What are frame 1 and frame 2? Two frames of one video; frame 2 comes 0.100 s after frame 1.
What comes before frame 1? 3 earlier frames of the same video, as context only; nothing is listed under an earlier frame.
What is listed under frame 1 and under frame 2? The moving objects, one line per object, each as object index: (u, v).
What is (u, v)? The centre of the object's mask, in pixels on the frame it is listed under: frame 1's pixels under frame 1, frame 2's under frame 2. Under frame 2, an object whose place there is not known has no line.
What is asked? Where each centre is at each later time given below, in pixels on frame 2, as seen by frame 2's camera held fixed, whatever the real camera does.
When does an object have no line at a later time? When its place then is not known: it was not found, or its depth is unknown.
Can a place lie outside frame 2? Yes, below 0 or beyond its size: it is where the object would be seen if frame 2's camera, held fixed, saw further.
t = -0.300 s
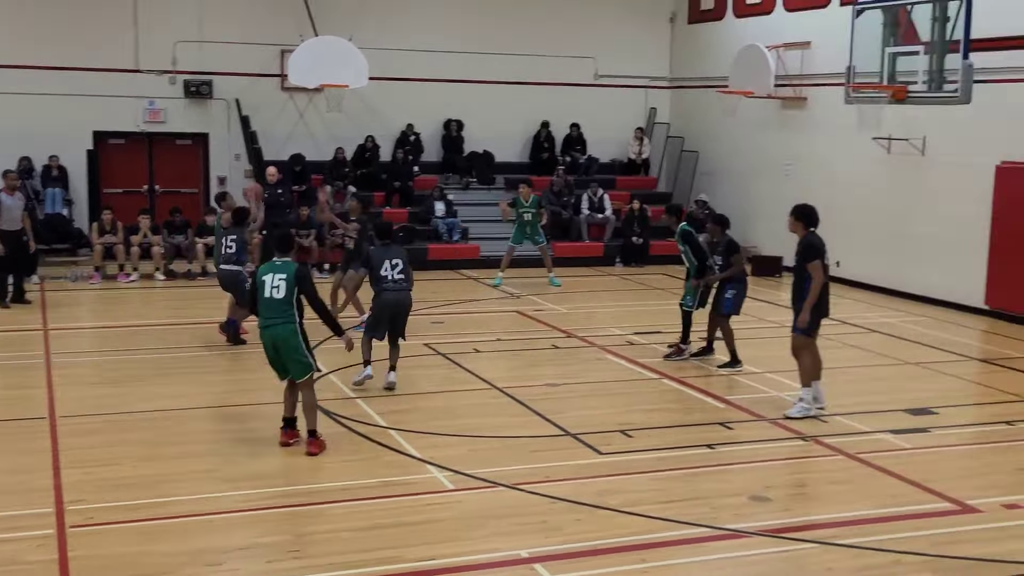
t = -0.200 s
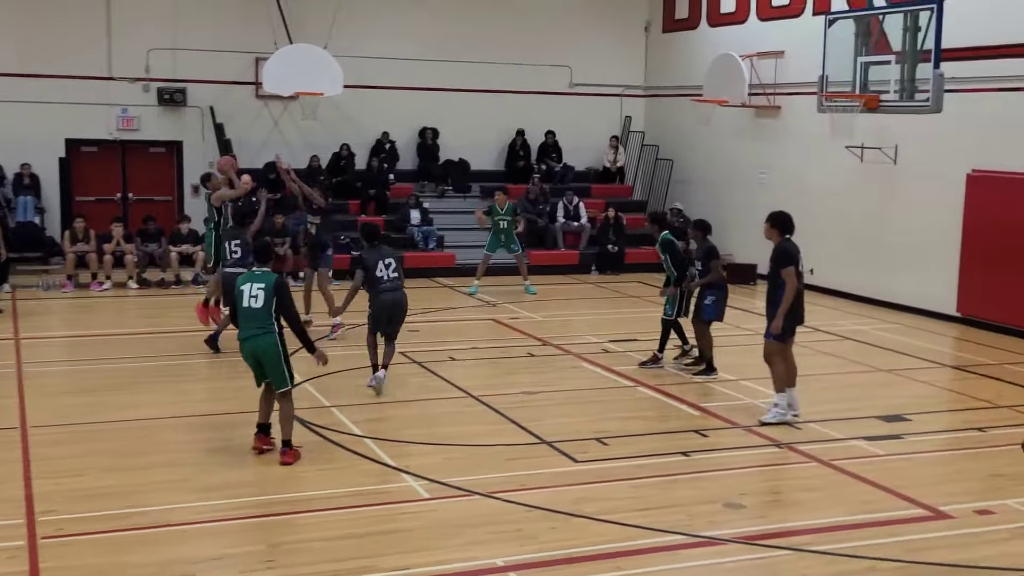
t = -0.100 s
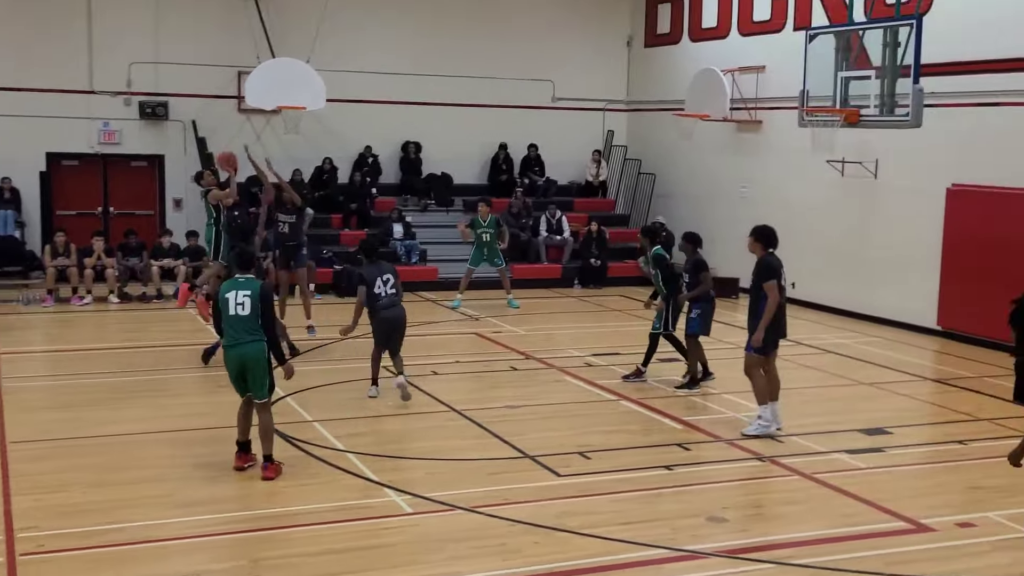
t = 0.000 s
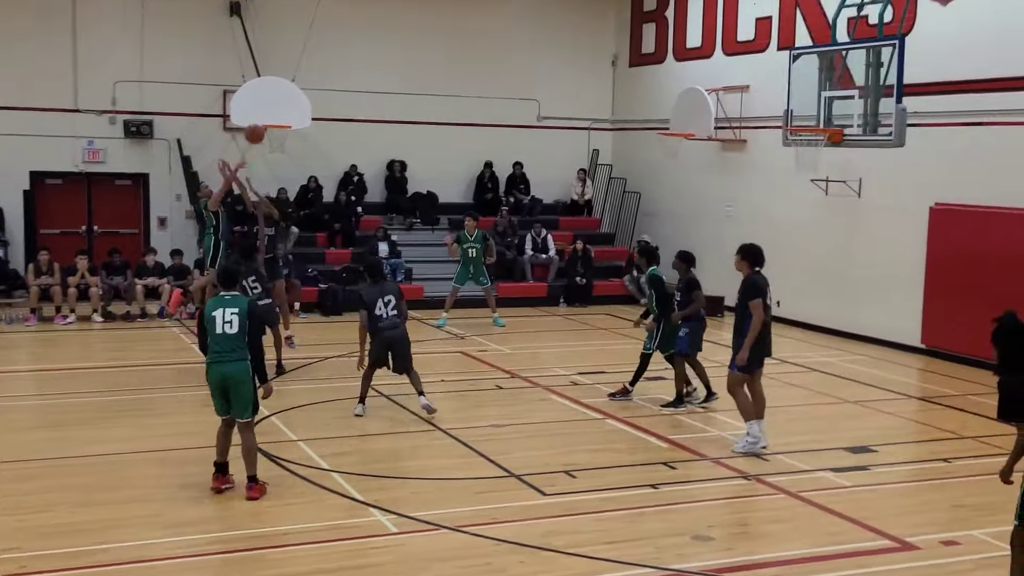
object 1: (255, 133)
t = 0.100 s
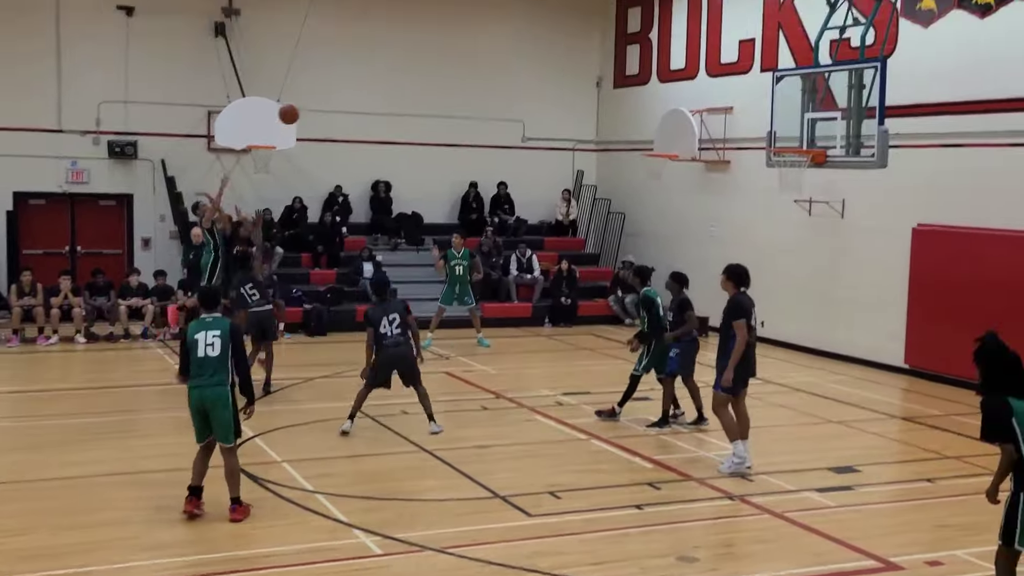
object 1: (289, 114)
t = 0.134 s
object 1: (304, 104)
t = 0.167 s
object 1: (320, 95)
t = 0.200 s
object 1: (335, 88)
